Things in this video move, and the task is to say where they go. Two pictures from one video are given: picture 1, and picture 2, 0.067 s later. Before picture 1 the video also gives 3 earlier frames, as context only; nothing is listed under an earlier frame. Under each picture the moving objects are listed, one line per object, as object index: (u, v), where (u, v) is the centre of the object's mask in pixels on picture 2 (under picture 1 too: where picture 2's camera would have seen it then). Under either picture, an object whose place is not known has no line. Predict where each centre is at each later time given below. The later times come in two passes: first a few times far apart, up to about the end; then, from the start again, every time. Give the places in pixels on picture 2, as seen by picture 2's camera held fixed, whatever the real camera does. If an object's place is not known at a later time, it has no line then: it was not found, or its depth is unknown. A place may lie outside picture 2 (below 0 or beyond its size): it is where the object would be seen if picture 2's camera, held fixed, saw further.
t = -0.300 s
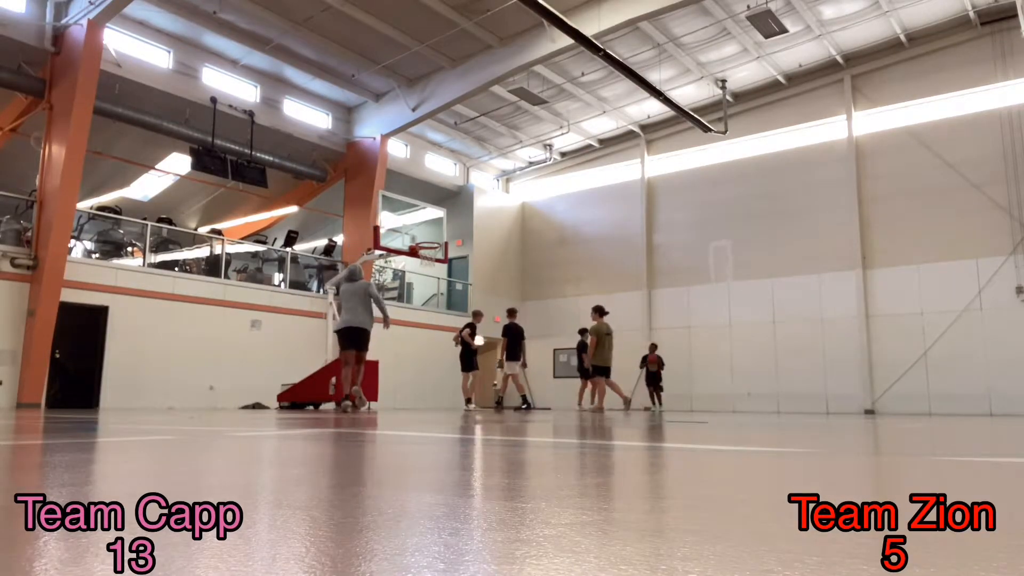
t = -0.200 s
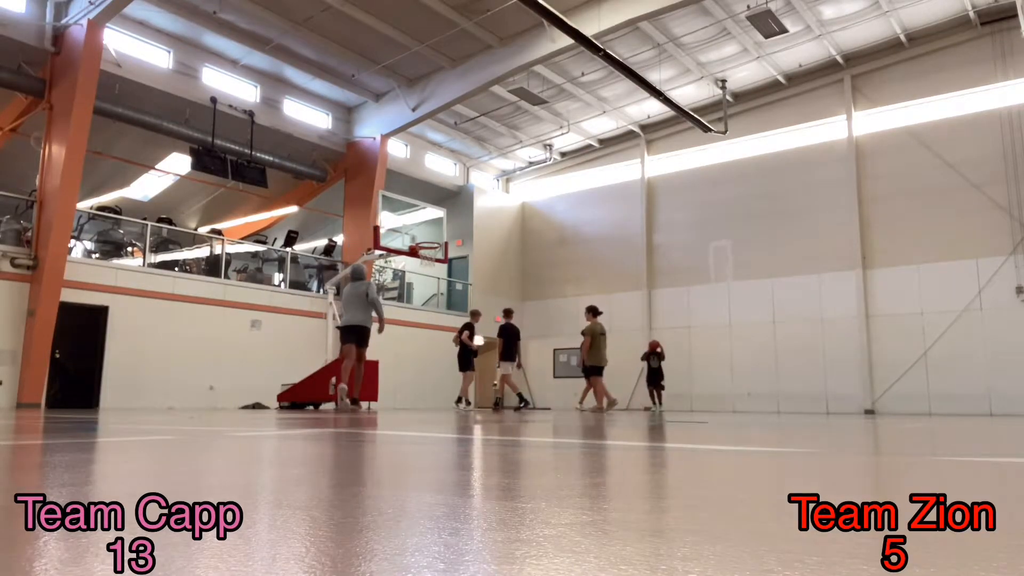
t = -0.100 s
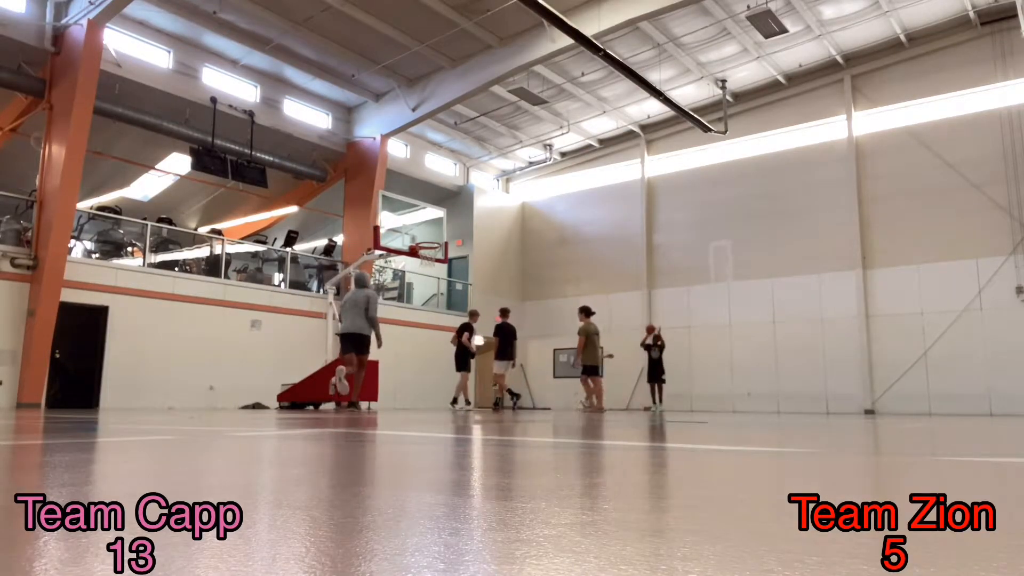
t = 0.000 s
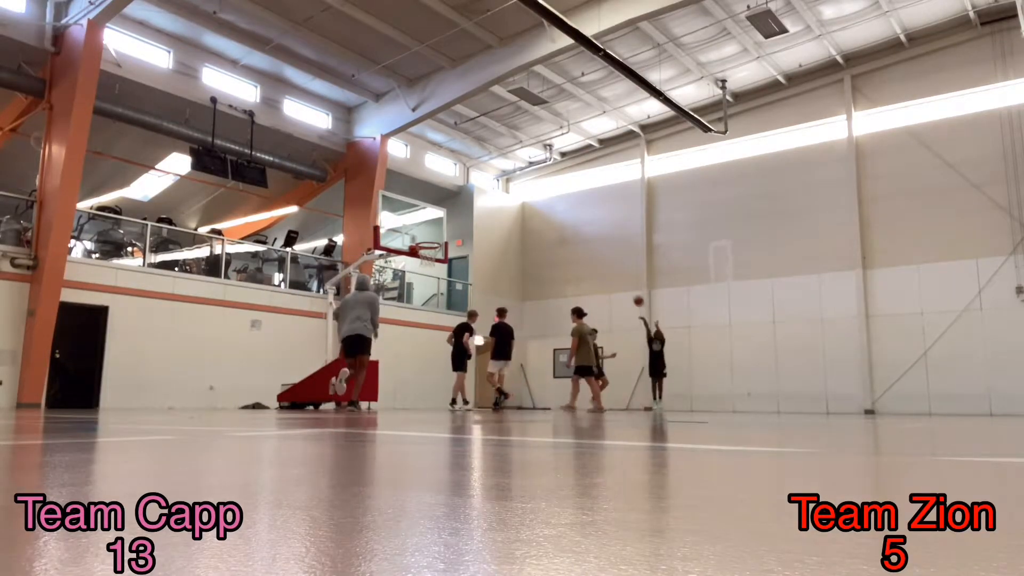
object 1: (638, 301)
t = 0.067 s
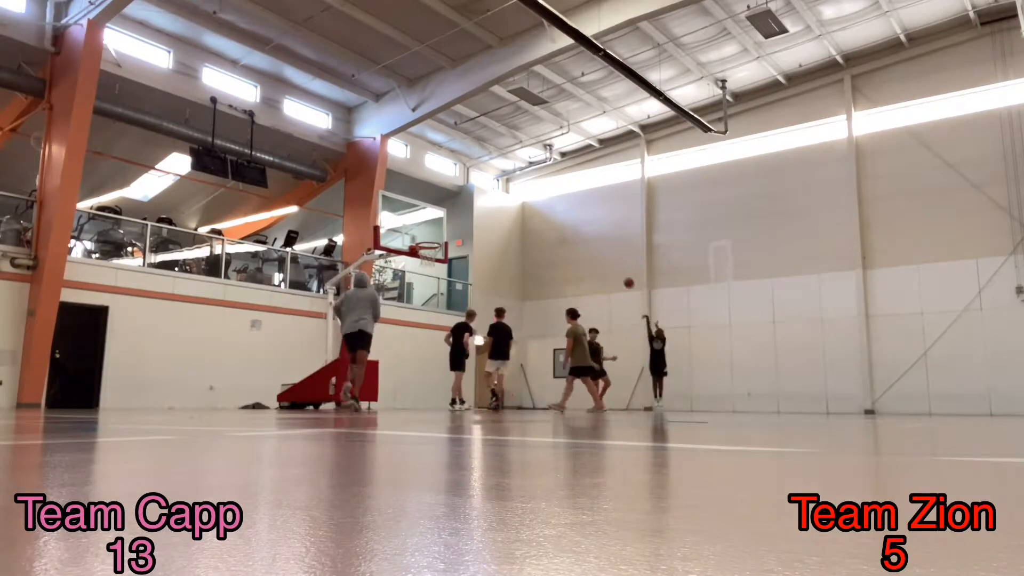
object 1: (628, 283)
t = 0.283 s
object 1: (596, 235)
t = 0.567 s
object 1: (551, 199)
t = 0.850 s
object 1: (503, 195)
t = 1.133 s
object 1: (450, 229)
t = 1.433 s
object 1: (398, 233)
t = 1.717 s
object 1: (394, 244)
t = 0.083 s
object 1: (626, 279)
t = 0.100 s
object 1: (623, 274)
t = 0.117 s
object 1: (621, 270)
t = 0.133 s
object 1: (618, 266)
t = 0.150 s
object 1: (616, 263)
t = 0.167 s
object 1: (613, 259)
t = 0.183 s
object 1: (611, 255)
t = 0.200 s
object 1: (609, 251)
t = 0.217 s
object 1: (606, 248)
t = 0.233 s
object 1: (603, 244)
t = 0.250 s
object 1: (601, 241)
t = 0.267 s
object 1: (599, 238)
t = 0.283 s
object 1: (596, 235)
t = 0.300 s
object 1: (593, 232)
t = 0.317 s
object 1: (591, 229)
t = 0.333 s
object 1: (588, 226)
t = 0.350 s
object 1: (586, 223)
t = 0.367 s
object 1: (583, 221)
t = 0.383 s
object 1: (581, 219)
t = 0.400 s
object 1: (578, 216)
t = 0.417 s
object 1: (575, 214)
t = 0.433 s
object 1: (573, 212)
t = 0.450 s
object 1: (570, 210)
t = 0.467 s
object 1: (567, 208)
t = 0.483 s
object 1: (565, 206)
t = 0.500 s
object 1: (562, 204)
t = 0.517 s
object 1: (559, 203)
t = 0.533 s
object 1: (557, 201)
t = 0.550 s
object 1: (554, 200)
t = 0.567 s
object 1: (551, 199)
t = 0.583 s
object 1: (549, 198)
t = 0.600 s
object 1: (546, 197)
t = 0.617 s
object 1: (543, 196)
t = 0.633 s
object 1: (541, 195)
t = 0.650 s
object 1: (538, 195)
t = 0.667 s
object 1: (535, 194)
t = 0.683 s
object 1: (532, 193)
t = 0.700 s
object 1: (529, 192)
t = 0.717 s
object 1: (526, 191)
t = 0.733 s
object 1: (524, 191)
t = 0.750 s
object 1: (520, 192)
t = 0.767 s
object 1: (517, 192)
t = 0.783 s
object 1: (515, 192)
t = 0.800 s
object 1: (512, 193)
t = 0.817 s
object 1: (509, 193)
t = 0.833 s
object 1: (506, 194)
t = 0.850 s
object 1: (503, 195)
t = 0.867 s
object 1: (500, 195)
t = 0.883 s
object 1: (497, 196)
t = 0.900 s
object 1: (494, 198)
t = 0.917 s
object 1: (491, 199)
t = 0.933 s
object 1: (488, 200)
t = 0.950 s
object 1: (485, 202)
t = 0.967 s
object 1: (482, 204)
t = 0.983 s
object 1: (479, 206)
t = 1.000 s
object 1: (476, 208)
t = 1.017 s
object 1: (472, 210)
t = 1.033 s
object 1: (469, 212)
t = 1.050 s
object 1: (466, 215)
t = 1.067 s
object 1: (463, 217)
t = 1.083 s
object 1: (459, 220)
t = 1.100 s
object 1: (456, 223)
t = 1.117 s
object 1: (453, 226)
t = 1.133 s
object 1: (450, 229)
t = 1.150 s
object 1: (446, 233)
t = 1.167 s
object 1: (443, 236)
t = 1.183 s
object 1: (439, 239)
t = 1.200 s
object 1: (437, 239)
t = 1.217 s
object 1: (434, 238)
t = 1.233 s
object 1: (432, 237)
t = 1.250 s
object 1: (429, 236)
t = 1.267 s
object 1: (426, 235)
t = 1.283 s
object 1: (423, 234)
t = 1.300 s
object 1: (420, 233)
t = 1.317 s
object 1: (418, 233)
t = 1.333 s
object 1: (415, 233)
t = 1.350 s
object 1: (412, 232)
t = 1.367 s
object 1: (409, 232)
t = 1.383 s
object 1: (407, 232)
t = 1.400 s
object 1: (403, 232)
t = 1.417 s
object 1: (401, 233)
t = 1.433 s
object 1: (398, 233)
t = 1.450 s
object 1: (395, 234)
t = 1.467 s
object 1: (392, 235)
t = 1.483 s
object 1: (389, 235)
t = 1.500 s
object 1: (386, 237)
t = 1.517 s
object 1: (386, 237)
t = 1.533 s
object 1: (386, 237)
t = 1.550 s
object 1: (387, 236)
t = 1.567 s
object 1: (388, 236)
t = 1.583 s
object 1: (388, 236)
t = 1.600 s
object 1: (389, 237)
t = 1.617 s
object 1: (390, 237)
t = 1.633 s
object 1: (390, 238)
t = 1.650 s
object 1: (391, 238)
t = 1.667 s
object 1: (392, 239)
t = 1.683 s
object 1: (392, 241)
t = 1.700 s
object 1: (393, 242)
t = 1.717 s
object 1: (394, 244)
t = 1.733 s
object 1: (395, 245)
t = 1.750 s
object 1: (395, 247)
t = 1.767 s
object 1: (396, 249)
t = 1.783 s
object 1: (396, 251)
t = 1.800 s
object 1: (397, 253)
